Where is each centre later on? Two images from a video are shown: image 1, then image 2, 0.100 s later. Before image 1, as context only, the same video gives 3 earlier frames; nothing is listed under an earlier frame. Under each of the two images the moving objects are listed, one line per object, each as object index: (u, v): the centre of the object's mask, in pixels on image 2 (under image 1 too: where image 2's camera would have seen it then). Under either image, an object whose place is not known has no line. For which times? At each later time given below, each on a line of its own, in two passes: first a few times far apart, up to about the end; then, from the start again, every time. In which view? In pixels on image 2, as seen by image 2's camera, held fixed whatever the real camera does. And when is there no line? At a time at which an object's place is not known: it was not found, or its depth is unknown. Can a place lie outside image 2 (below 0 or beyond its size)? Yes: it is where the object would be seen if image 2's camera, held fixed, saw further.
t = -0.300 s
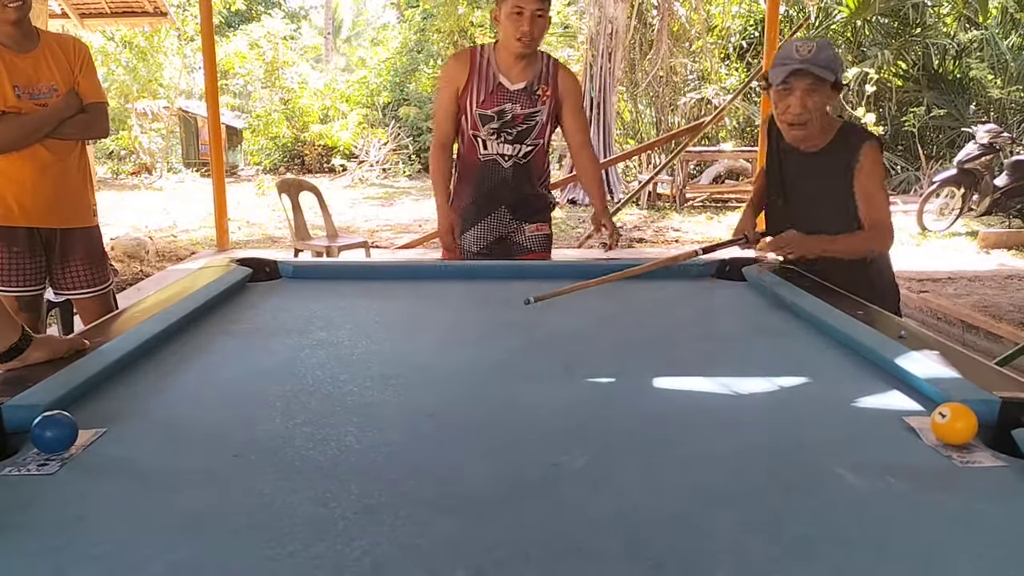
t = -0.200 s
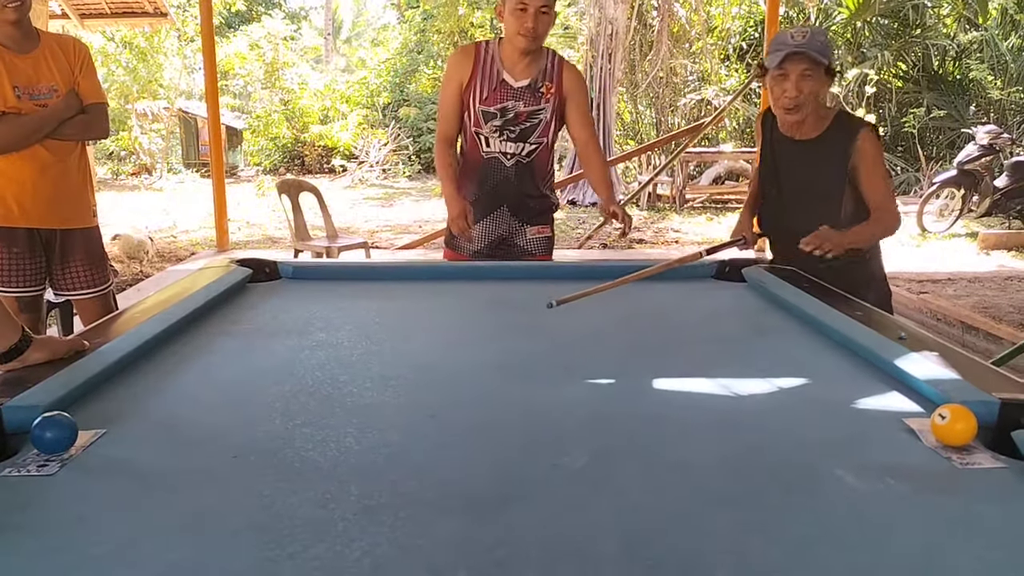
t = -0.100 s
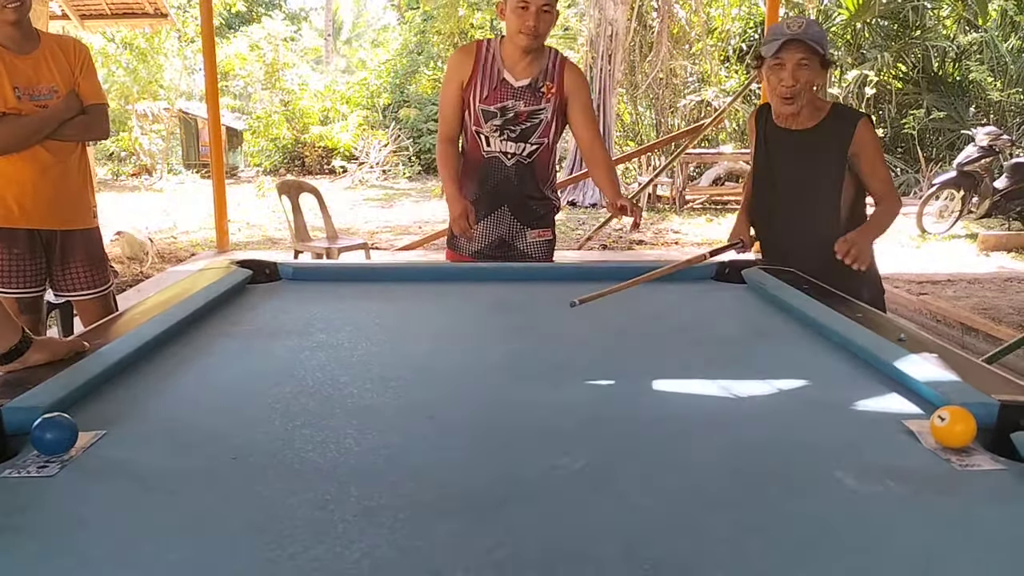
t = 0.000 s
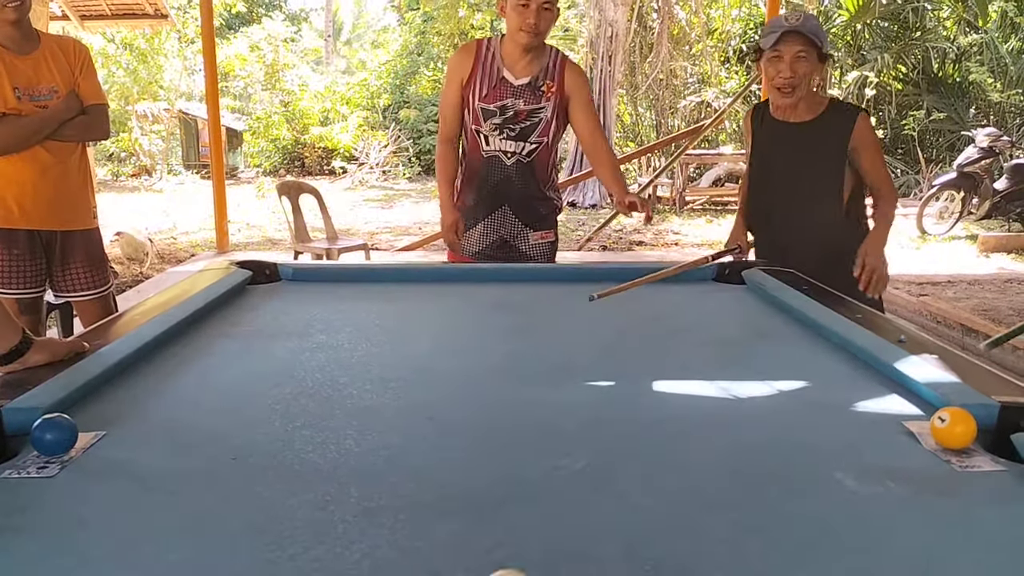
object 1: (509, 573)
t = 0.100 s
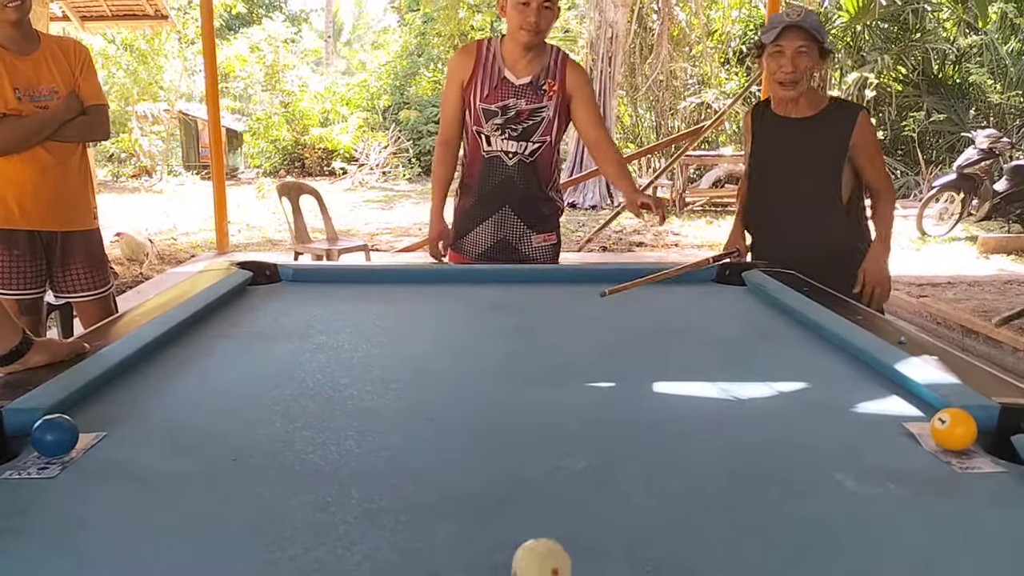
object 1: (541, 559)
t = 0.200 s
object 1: (569, 539)
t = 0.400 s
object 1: (615, 489)
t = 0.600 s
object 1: (649, 451)
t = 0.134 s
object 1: (551, 553)
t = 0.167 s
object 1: (560, 547)
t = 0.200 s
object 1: (569, 539)
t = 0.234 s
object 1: (578, 529)
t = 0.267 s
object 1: (586, 521)
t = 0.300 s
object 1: (594, 513)
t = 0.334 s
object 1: (601, 504)
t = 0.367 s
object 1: (608, 496)
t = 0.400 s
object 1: (615, 489)
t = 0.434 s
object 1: (621, 482)
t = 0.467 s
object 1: (627, 475)
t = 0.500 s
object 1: (633, 469)
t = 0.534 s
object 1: (639, 463)
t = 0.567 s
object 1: (644, 457)
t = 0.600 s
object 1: (649, 451)
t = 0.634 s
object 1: (654, 446)
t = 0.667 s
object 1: (659, 440)
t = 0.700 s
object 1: (664, 435)
